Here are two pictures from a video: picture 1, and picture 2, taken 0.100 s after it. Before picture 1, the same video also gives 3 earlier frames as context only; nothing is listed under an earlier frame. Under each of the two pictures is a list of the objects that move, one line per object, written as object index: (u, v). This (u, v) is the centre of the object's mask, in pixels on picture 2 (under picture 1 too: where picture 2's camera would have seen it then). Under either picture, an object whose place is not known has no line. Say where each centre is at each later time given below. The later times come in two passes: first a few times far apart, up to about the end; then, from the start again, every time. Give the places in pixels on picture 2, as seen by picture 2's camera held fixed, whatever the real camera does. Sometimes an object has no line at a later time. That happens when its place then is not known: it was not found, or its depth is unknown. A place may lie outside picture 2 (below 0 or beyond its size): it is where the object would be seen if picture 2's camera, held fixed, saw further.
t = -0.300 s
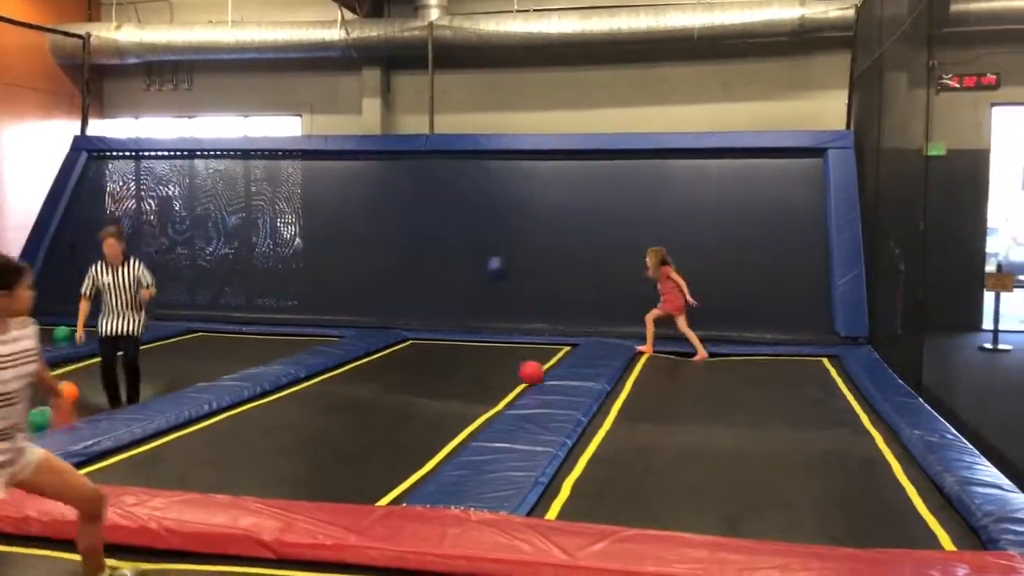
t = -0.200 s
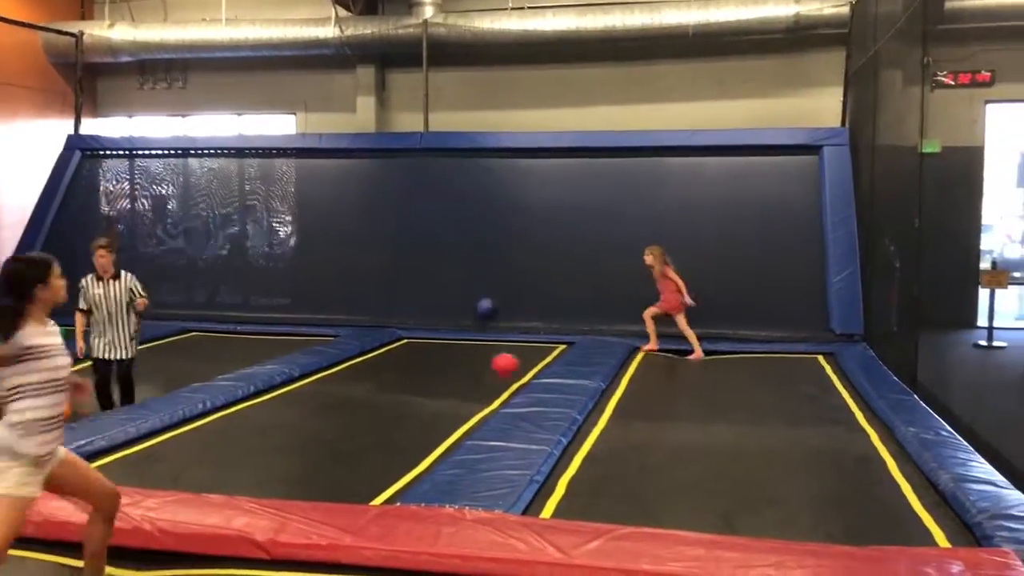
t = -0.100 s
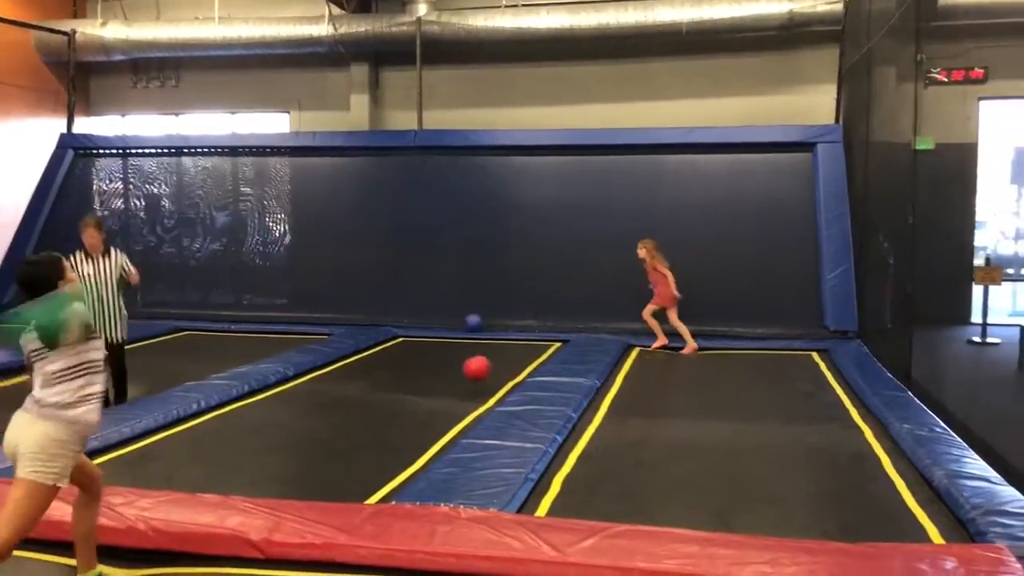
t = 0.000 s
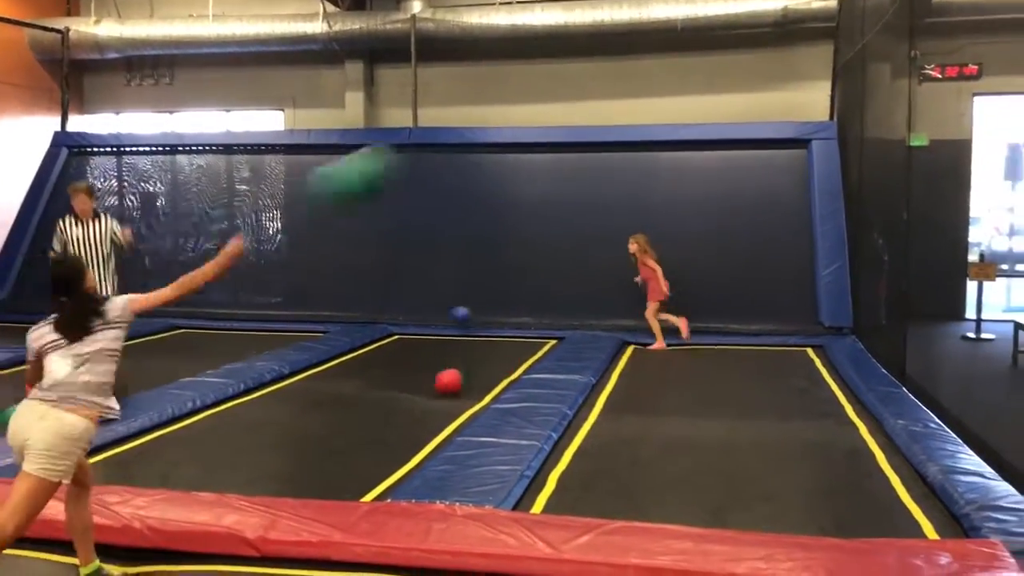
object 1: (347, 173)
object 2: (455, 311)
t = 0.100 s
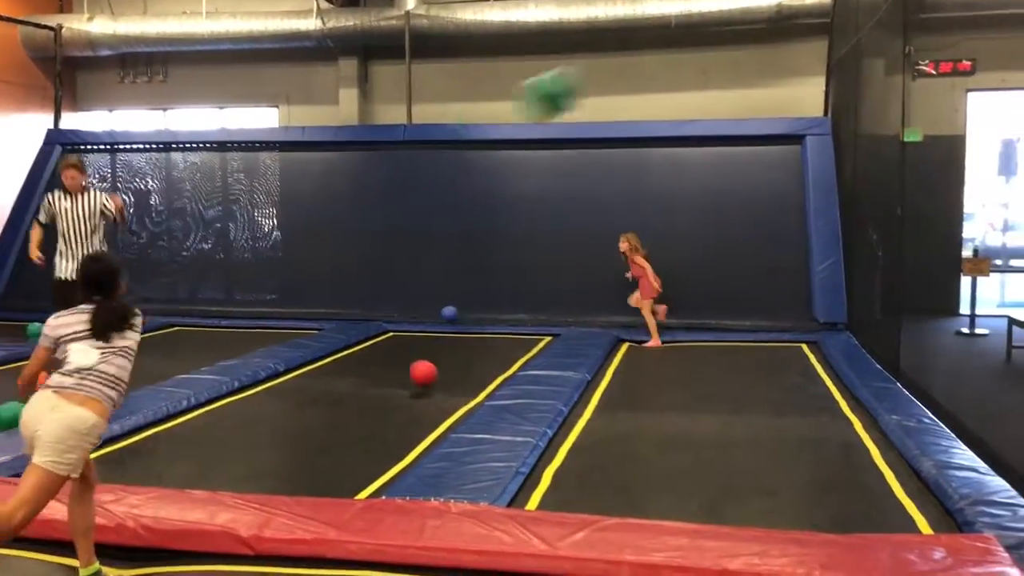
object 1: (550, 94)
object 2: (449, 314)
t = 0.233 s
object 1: (731, 41)
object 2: (439, 334)
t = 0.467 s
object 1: (925, 46)
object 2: (419, 335)
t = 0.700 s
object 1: (862, 91)
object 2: (398, 346)
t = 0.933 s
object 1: (792, 180)
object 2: (374, 362)
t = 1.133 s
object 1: (747, 281)
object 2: (352, 373)
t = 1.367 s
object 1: (715, 307)
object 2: (325, 385)
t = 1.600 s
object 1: (691, 269)
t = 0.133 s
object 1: (602, 75)
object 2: (446, 315)
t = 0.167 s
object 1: (648, 60)
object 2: (444, 320)
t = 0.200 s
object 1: (694, 48)
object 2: (442, 326)
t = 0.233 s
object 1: (731, 41)
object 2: (439, 334)
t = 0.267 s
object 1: (768, 37)
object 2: (436, 338)
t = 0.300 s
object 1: (799, 34)
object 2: (434, 334)
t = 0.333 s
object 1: (829, 33)
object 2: (430, 333)
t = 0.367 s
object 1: (857, 36)
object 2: (428, 333)
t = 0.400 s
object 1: (881, 38)
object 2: (425, 332)
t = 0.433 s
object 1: (905, 42)
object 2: (422, 333)
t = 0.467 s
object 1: (925, 46)
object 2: (419, 335)
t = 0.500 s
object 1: (934, 50)
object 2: (416, 339)
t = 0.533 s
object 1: (927, 53)
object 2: (413, 346)
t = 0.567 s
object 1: (913, 61)
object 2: (410, 348)
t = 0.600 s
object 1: (900, 67)
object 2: (407, 347)
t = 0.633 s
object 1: (886, 74)
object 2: (404, 346)
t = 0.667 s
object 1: (874, 81)
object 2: (401, 345)
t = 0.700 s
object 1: (862, 91)
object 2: (398, 346)
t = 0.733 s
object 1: (851, 99)
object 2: (395, 349)
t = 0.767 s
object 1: (840, 111)
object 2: (391, 355)
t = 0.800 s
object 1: (830, 123)
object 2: (388, 358)
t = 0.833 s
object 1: (819, 137)
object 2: (385, 358)
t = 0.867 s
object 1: (810, 150)
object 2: (383, 357)
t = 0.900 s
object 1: (800, 165)
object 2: (378, 357)
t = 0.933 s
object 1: (792, 180)
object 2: (374, 362)
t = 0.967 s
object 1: (784, 196)
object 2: (370, 365)
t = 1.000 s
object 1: (777, 212)
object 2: (367, 366)
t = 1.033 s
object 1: (768, 228)
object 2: (363, 368)
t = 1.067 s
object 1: (760, 245)
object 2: (360, 369)
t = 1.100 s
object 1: (754, 262)
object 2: (357, 371)
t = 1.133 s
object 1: (747, 281)
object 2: (352, 373)
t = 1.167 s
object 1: (741, 298)
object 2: (349, 375)
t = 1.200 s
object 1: (735, 317)
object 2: (344, 376)
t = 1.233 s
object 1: (728, 337)
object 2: (341, 378)
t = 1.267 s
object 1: (725, 338)
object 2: (337, 380)
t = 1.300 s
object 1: (721, 326)
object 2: (333, 382)
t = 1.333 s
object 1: (718, 317)
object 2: (328, 383)
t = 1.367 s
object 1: (715, 307)
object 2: (325, 385)
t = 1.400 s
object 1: (711, 296)
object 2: (320, 387)
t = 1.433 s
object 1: (707, 289)
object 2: (315, 389)
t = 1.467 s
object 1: (703, 283)
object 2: (311, 391)
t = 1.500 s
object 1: (700, 278)
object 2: (307, 393)
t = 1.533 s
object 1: (697, 274)
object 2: (303, 395)
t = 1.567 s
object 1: (694, 271)
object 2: (297, 397)
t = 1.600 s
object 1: (691, 269)
